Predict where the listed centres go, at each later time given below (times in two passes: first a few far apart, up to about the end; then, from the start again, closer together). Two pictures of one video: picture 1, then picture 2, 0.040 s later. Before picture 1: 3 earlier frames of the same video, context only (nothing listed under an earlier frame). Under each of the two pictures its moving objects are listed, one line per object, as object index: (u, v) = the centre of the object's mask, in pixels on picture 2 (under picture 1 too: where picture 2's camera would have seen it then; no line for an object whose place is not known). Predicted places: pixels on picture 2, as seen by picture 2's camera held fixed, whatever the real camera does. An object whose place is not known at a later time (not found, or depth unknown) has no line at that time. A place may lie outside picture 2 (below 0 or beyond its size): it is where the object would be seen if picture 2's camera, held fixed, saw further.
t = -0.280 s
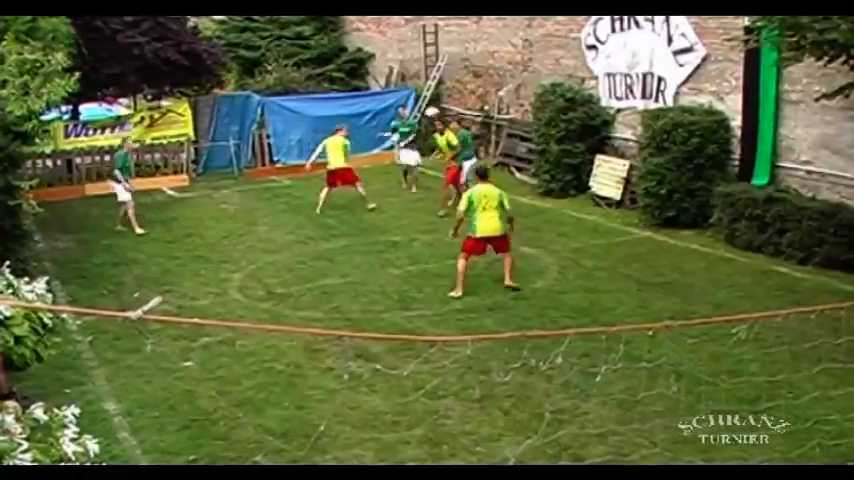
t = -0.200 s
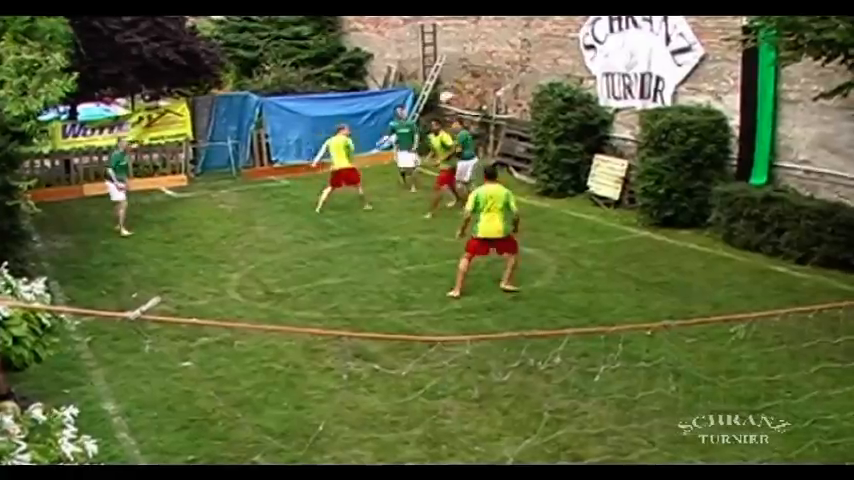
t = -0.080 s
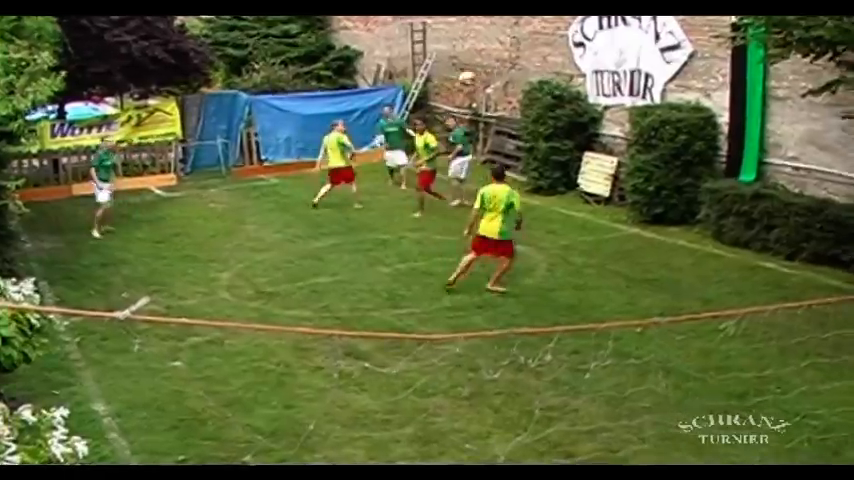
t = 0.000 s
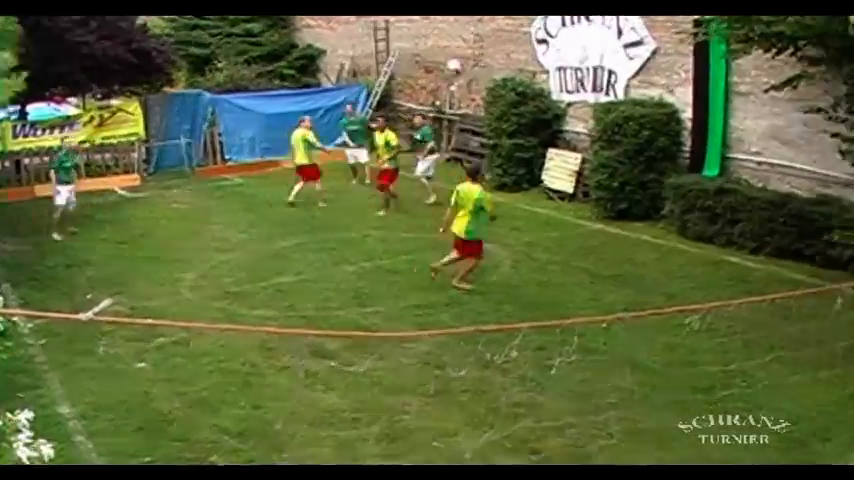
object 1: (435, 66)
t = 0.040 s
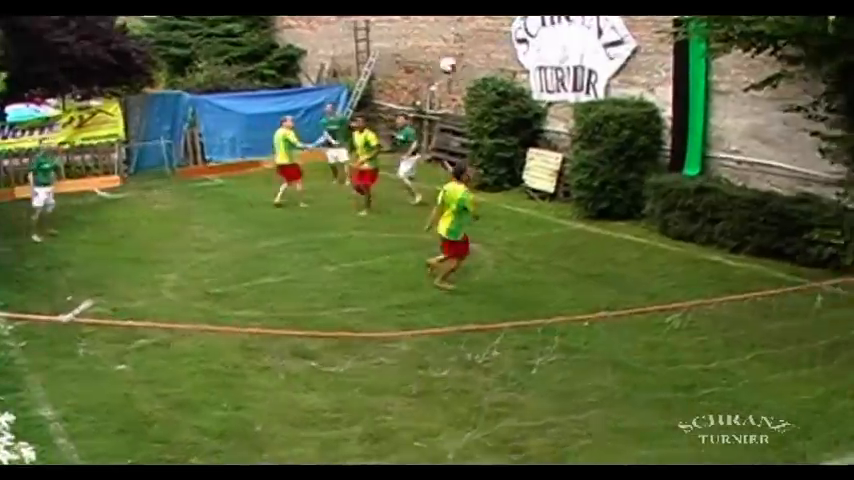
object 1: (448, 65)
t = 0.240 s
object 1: (525, 76)
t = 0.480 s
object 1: (667, 148)
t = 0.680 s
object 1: (834, 303)
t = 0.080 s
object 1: (461, 64)
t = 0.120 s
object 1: (477, 64)
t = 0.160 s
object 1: (492, 67)
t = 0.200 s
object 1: (510, 70)
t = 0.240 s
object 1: (525, 76)
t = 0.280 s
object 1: (549, 87)
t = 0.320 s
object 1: (565, 91)
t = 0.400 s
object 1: (610, 111)
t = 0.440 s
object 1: (639, 129)
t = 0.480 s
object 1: (667, 148)
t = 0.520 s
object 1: (695, 172)
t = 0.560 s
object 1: (728, 198)
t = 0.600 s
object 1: (761, 229)
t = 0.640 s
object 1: (795, 264)
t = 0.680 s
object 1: (834, 303)
